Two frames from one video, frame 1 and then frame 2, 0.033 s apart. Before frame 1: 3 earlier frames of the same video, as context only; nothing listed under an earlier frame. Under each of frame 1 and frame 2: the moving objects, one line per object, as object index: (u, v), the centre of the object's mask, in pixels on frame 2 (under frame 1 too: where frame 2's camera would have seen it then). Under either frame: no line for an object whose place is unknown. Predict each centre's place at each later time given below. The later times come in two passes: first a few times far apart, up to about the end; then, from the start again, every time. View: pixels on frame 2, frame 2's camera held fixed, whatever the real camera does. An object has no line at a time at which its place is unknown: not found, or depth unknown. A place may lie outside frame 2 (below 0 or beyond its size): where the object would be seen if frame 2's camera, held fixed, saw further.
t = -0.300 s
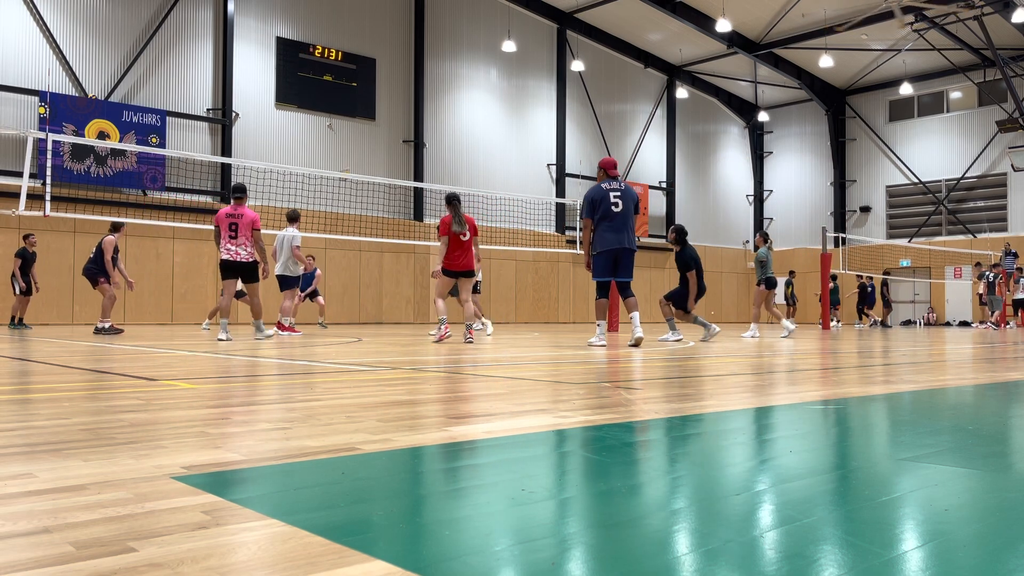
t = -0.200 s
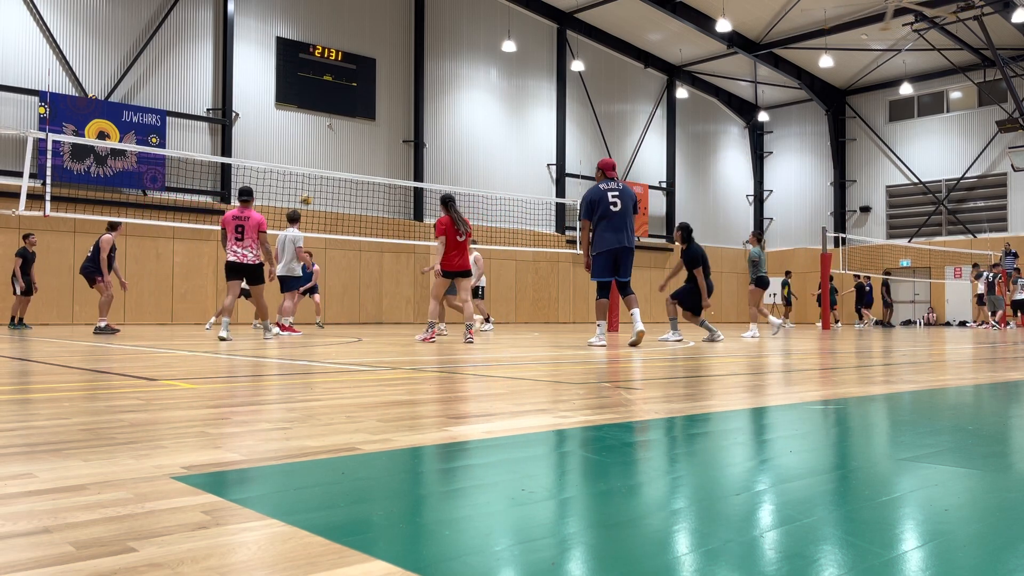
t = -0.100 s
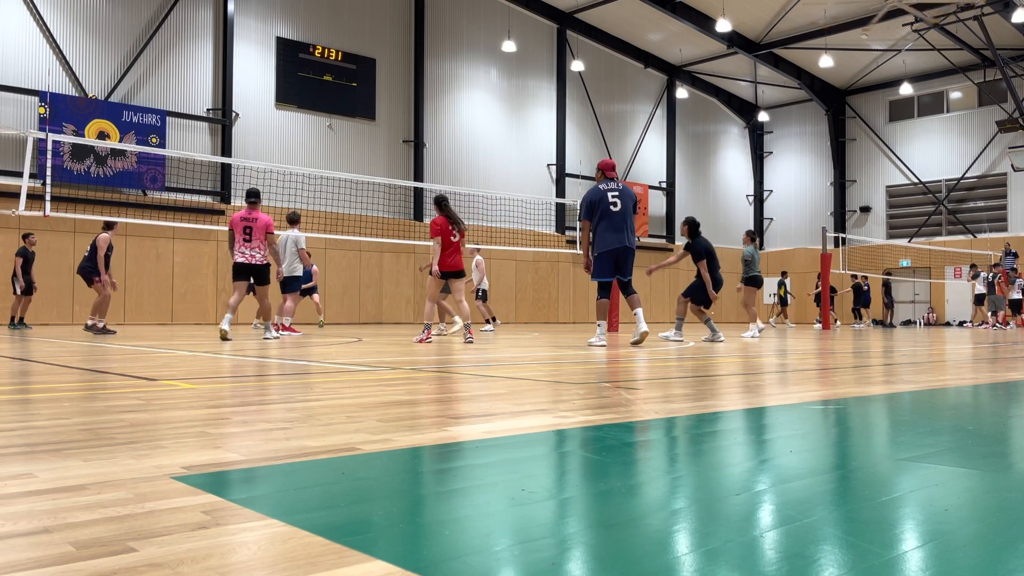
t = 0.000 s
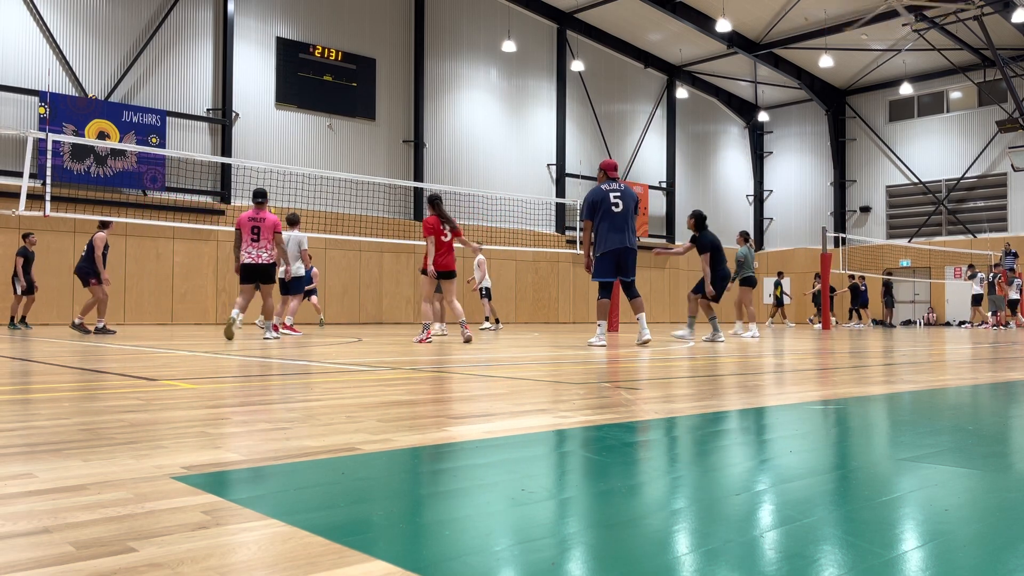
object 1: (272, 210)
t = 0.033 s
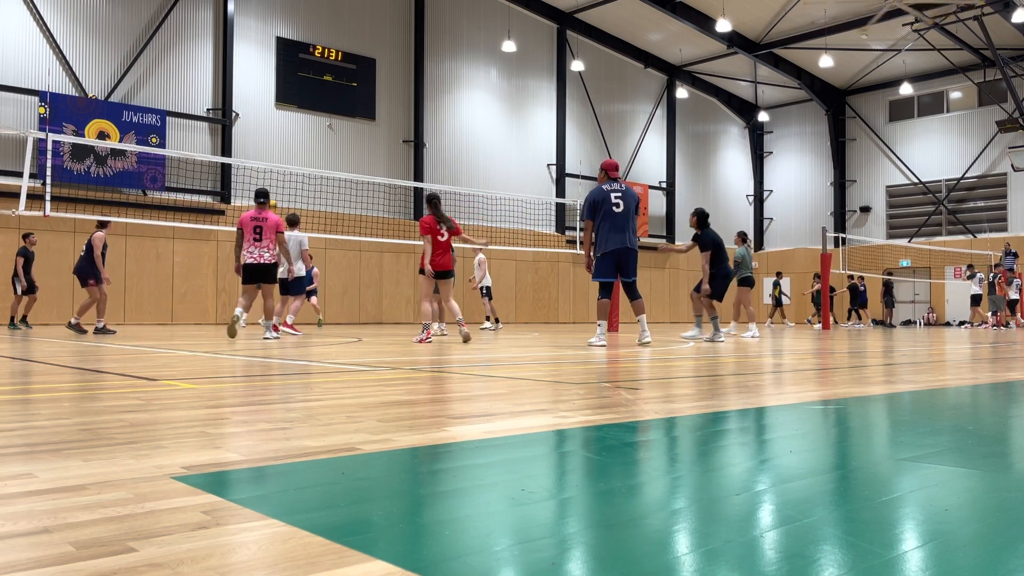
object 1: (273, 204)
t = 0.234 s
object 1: (281, 163)
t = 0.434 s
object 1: (289, 146)
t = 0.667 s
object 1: (299, 147)
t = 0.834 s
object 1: (306, 164)
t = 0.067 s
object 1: (275, 197)
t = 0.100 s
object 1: (276, 191)
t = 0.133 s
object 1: (277, 184)
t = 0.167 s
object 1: (278, 177)
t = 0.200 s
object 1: (279, 173)
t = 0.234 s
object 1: (281, 163)
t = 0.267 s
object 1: (282, 161)
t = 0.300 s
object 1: (283, 157)
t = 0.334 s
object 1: (285, 153)
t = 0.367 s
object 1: (286, 151)
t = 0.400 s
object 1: (288, 148)
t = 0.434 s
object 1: (289, 146)
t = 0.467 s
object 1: (291, 145)
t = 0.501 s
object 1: (292, 144)
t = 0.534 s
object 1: (293, 143)
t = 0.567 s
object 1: (295, 143)
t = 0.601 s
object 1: (296, 144)
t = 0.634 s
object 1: (297, 145)
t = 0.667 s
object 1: (299, 147)
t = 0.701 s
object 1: (301, 150)
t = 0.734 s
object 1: (302, 152)
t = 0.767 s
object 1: (303, 156)
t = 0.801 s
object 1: (304, 160)
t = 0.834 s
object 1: (306, 164)
